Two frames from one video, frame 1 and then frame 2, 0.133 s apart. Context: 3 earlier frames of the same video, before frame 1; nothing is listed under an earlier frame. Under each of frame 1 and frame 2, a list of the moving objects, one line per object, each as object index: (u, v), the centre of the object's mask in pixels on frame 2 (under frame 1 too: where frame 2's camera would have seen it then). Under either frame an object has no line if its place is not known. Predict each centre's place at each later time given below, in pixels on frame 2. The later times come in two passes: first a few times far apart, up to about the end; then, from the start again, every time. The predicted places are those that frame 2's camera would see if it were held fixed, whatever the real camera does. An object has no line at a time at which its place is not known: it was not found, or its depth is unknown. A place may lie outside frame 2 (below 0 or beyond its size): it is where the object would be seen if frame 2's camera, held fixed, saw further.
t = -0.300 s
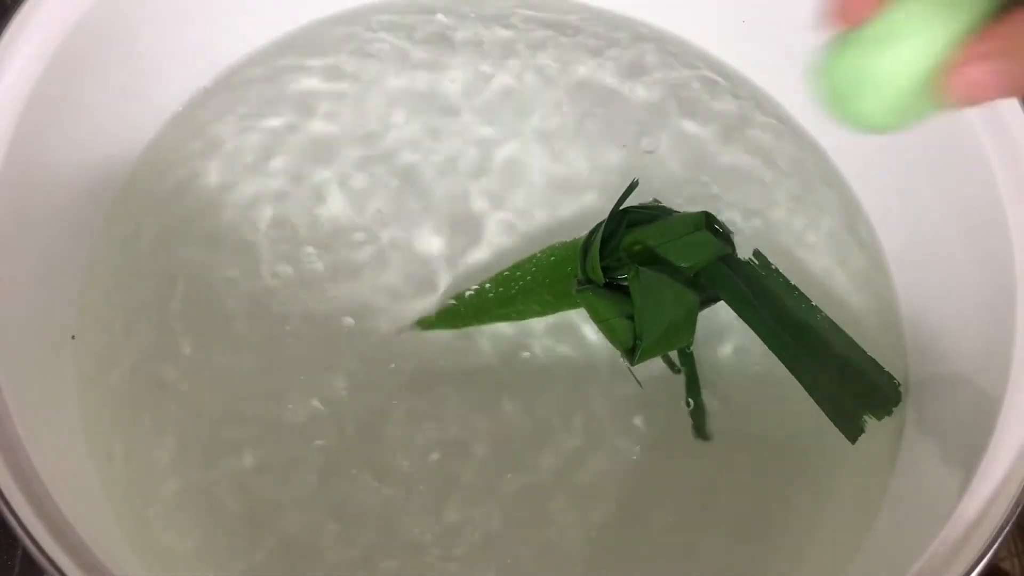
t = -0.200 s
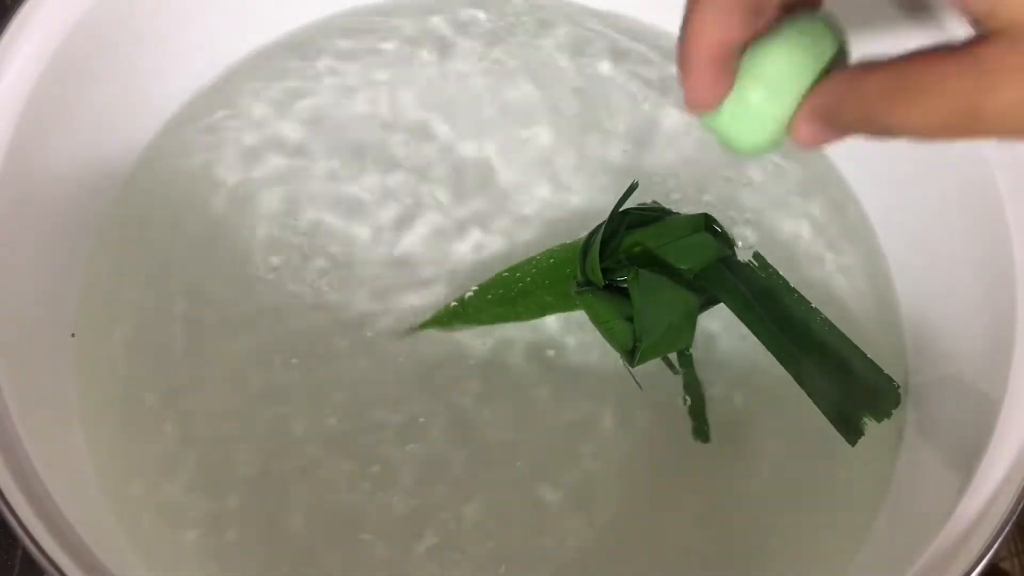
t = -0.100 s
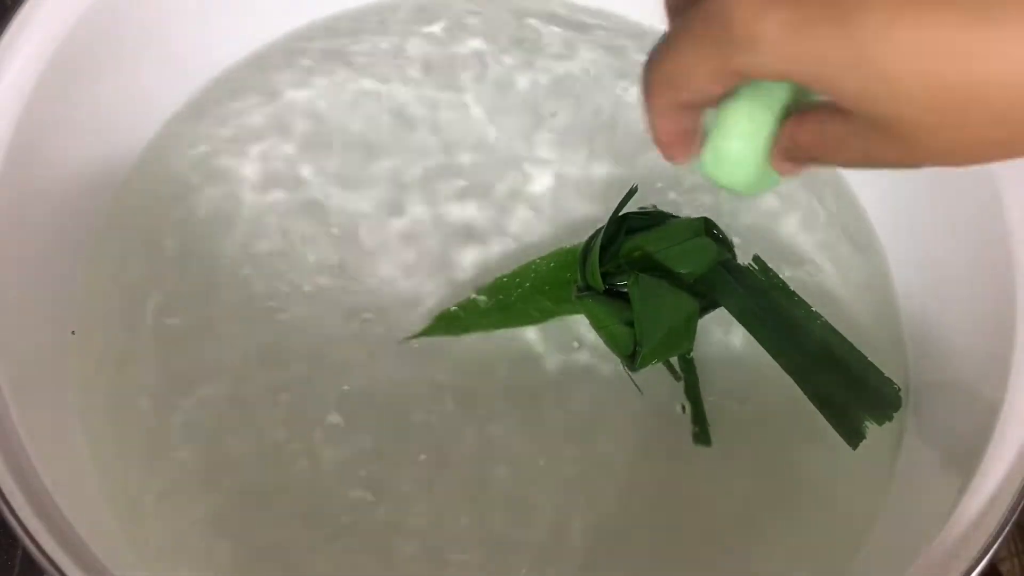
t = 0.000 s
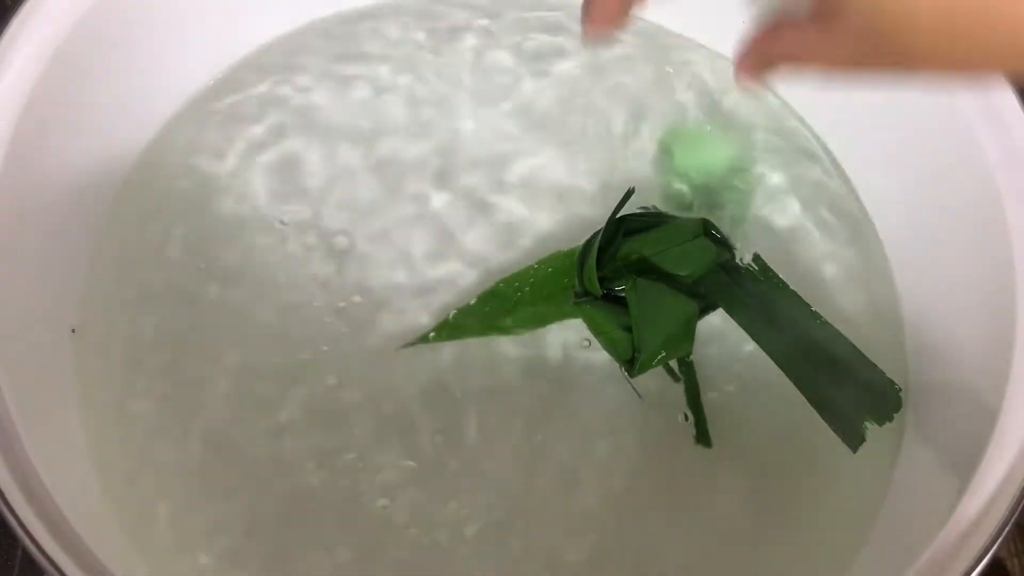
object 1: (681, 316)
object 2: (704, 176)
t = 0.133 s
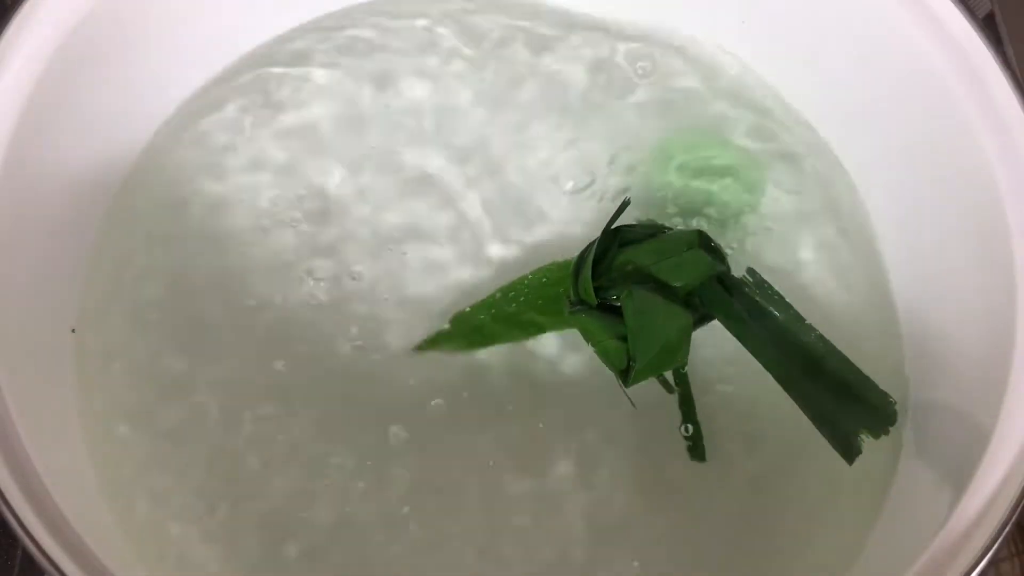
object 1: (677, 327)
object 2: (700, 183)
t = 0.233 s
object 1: (679, 331)
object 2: (703, 186)
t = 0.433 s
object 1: (680, 330)
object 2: (701, 181)
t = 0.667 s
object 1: (679, 341)
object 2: (698, 184)
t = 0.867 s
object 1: (690, 331)
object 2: (704, 178)
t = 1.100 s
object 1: (695, 343)
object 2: (703, 180)
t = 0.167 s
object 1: (677, 329)
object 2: (701, 188)
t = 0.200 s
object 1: (676, 330)
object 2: (702, 180)
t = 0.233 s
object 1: (679, 331)
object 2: (703, 186)
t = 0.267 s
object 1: (678, 334)
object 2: (704, 186)
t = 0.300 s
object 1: (679, 332)
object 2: (700, 182)
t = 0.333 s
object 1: (678, 334)
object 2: (699, 183)
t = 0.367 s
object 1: (681, 332)
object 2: (699, 182)
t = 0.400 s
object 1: (680, 329)
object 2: (700, 181)
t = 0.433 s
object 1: (680, 330)
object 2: (701, 181)
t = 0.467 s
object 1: (679, 332)
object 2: (701, 182)
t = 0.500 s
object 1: (677, 331)
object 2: (700, 182)
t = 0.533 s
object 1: (678, 331)
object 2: (700, 181)
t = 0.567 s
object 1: (678, 333)
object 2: (700, 183)
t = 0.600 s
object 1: (676, 336)
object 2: (699, 183)
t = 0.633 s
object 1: (676, 339)
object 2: (700, 184)
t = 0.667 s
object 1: (679, 341)
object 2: (698, 184)
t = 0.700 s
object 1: (682, 341)
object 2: (700, 183)
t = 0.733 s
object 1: (683, 341)
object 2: (700, 183)
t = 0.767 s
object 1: (686, 336)
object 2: (701, 182)
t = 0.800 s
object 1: (688, 335)
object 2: (703, 181)
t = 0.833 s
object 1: (689, 332)
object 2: (703, 179)
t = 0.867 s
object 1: (690, 331)
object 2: (704, 178)
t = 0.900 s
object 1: (688, 333)
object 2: (705, 180)
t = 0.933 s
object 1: (691, 335)
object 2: (703, 180)
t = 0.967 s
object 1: (692, 338)
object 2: (703, 181)
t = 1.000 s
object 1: (691, 339)
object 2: (703, 181)
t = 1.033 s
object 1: (692, 340)
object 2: (702, 180)
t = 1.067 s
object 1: (694, 342)
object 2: (702, 180)
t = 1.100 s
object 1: (695, 343)
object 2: (703, 180)
